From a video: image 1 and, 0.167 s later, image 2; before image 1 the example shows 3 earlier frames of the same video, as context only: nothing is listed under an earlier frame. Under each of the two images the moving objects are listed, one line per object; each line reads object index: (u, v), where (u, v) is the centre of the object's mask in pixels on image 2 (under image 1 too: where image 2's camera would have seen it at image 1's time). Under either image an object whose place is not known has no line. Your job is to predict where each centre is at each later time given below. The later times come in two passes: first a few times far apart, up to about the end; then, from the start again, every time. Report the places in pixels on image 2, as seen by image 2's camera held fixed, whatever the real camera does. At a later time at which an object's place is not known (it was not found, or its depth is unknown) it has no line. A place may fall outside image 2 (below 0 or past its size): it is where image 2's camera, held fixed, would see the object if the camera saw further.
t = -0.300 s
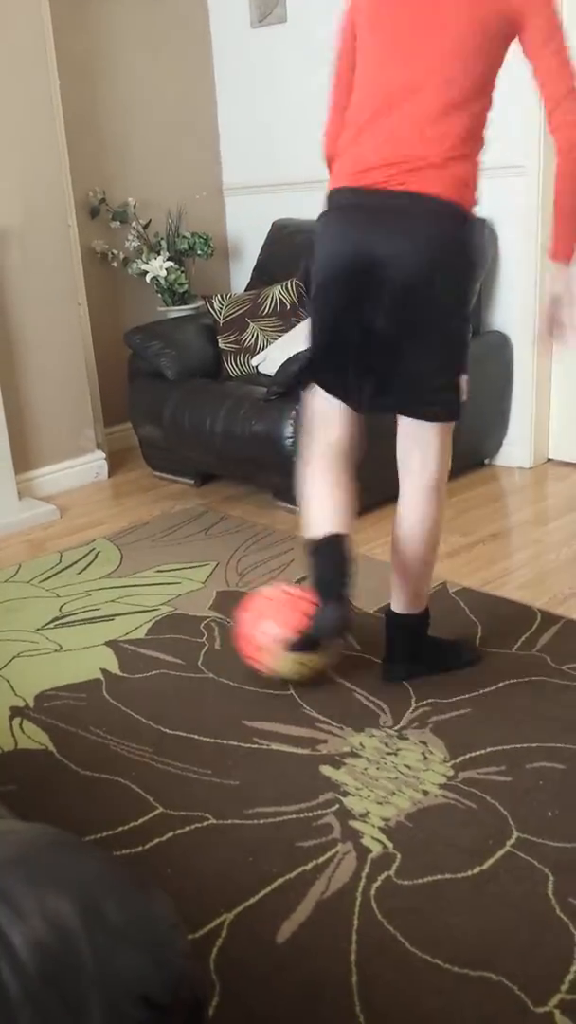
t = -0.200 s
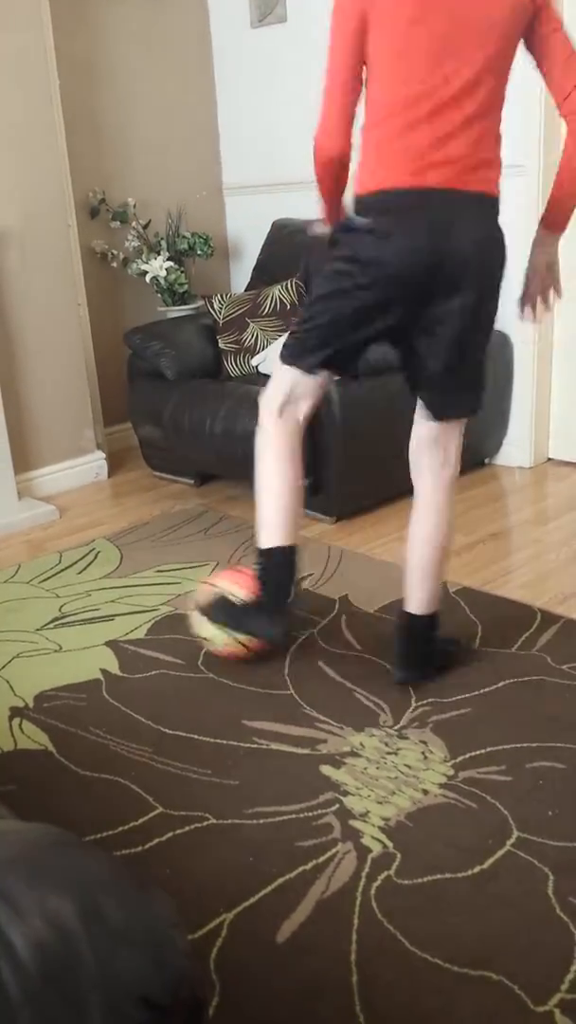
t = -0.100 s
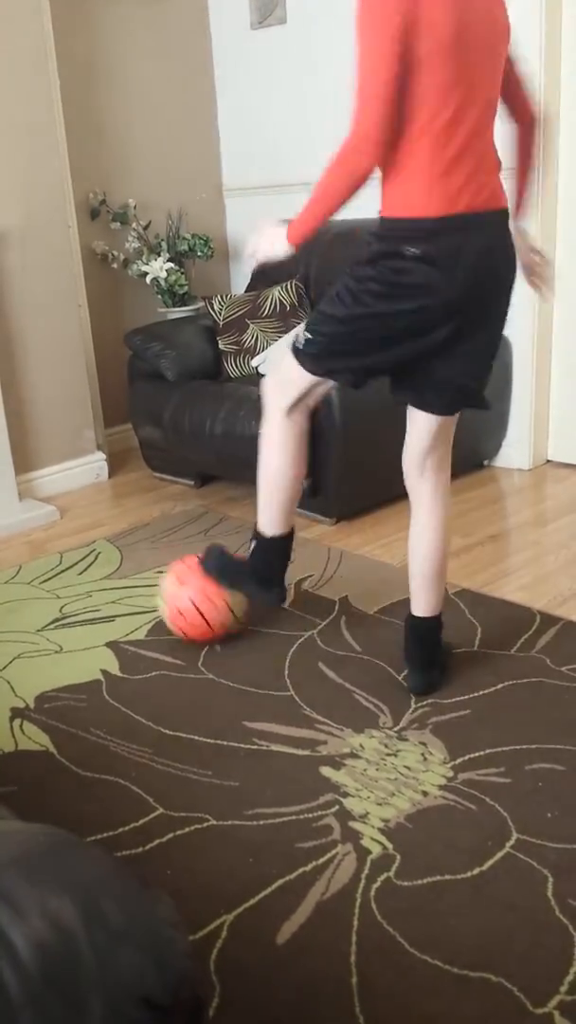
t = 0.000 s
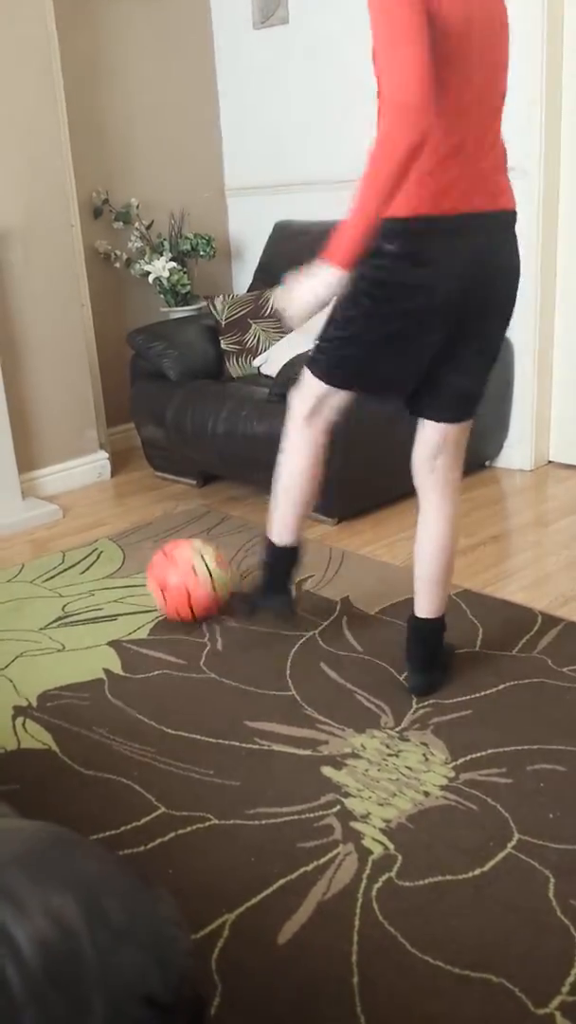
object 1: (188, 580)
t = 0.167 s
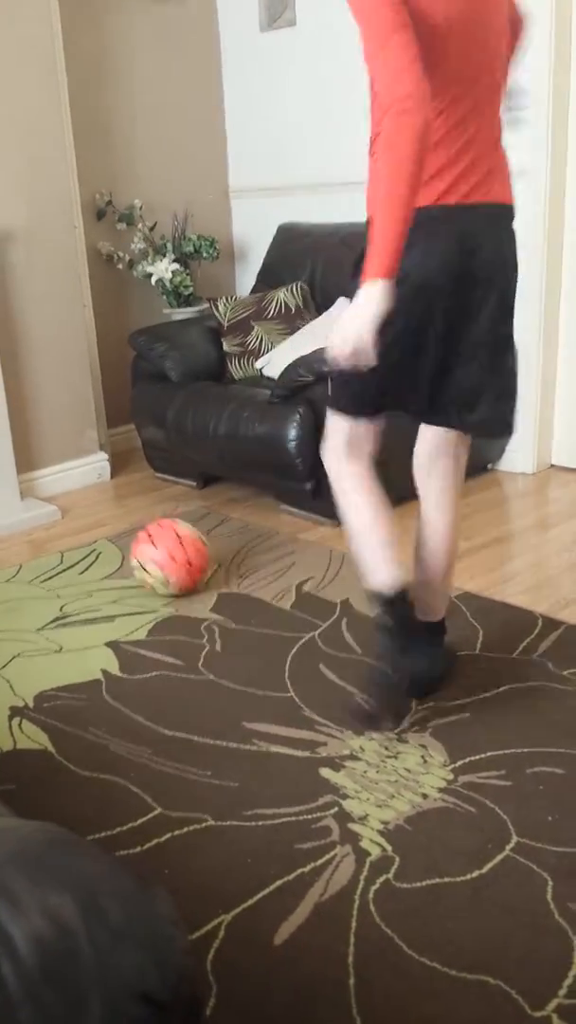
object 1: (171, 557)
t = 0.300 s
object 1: (158, 541)
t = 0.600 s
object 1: (134, 509)
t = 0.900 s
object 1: (113, 486)
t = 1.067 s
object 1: (107, 474)
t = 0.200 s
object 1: (167, 553)
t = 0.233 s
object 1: (163, 548)
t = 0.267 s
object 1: (161, 544)
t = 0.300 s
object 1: (158, 541)
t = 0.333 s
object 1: (155, 537)
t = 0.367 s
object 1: (152, 534)
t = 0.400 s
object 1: (149, 530)
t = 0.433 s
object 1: (146, 527)
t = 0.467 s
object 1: (144, 522)
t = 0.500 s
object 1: (141, 519)
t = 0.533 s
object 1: (138, 516)
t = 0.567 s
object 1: (135, 513)
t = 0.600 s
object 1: (134, 509)
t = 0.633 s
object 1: (130, 506)
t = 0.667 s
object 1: (128, 503)
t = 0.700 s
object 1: (126, 500)
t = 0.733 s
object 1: (124, 498)
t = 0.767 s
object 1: (121, 496)
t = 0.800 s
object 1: (117, 493)
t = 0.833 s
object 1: (117, 491)
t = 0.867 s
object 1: (114, 489)
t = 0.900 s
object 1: (113, 486)
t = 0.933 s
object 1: (110, 484)
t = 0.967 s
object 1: (108, 482)
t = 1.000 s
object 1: (103, 479)
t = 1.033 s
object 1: (105, 476)
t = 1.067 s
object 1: (107, 474)
